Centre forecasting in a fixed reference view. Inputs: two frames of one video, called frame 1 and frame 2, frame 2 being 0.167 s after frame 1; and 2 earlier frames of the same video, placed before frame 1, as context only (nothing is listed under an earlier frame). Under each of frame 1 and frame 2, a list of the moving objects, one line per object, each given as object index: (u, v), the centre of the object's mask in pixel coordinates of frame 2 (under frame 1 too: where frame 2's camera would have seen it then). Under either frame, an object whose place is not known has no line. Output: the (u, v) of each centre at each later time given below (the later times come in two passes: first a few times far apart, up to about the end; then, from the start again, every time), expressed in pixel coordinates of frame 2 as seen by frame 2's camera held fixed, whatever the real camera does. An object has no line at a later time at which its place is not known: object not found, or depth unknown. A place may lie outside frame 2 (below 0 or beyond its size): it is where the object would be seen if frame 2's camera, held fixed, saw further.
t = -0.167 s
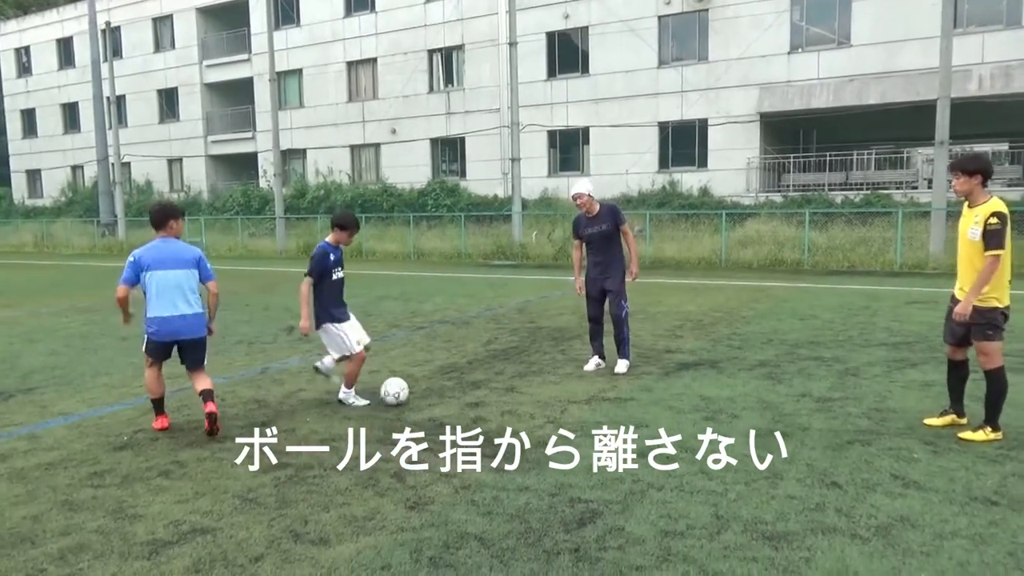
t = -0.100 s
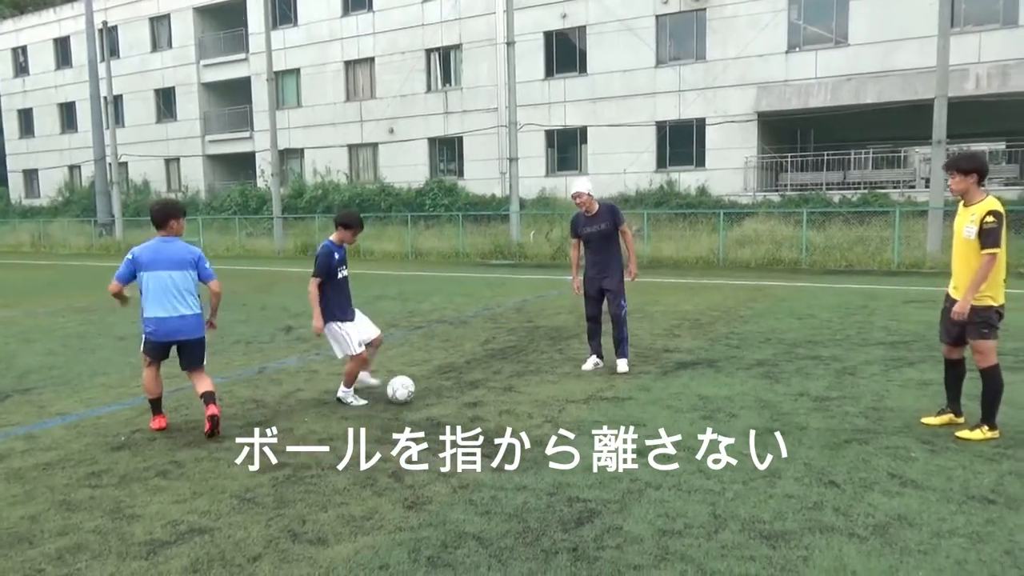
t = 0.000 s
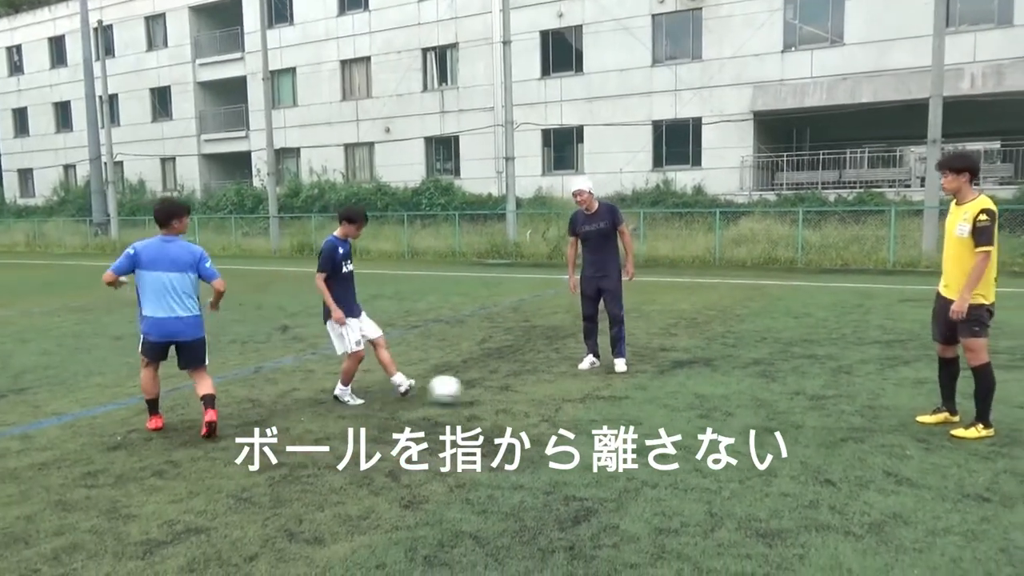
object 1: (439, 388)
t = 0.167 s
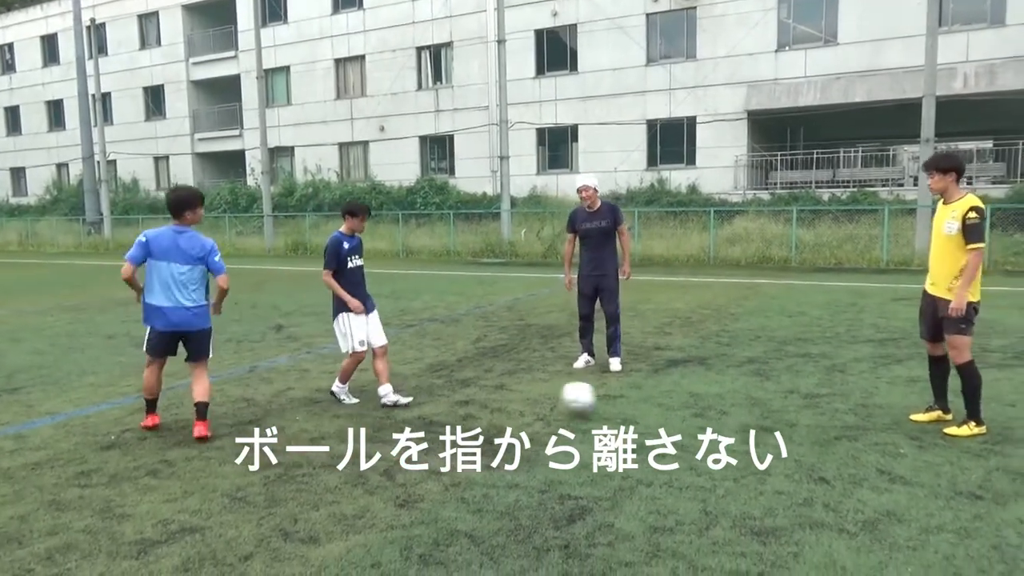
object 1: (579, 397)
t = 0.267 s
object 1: (664, 406)
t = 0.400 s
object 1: (776, 416)
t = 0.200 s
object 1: (607, 402)
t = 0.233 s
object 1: (636, 406)
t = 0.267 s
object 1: (664, 406)
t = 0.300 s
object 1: (692, 407)
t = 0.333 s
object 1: (720, 410)
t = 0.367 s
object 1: (749, 414)
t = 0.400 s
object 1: (776, 416)
